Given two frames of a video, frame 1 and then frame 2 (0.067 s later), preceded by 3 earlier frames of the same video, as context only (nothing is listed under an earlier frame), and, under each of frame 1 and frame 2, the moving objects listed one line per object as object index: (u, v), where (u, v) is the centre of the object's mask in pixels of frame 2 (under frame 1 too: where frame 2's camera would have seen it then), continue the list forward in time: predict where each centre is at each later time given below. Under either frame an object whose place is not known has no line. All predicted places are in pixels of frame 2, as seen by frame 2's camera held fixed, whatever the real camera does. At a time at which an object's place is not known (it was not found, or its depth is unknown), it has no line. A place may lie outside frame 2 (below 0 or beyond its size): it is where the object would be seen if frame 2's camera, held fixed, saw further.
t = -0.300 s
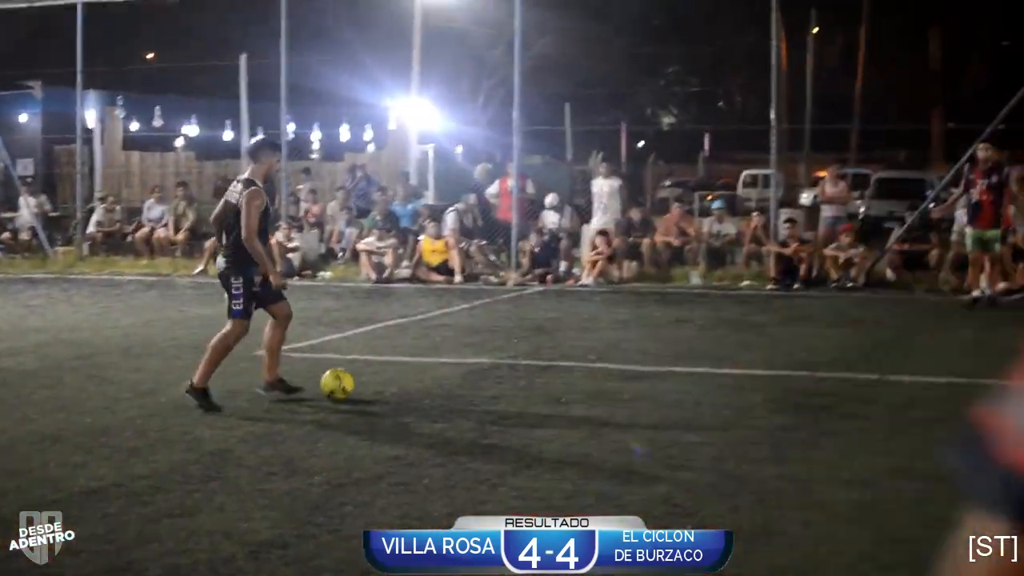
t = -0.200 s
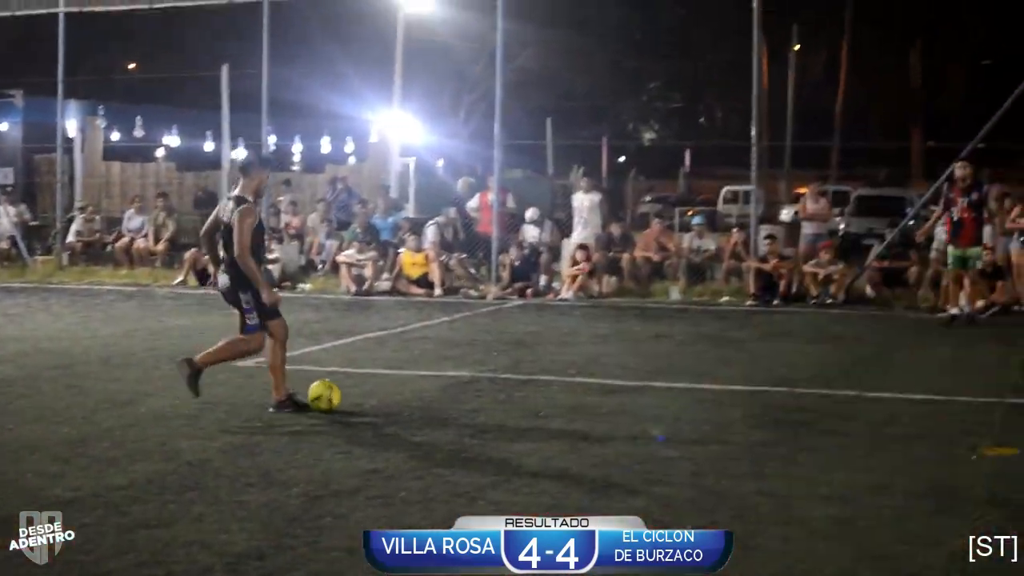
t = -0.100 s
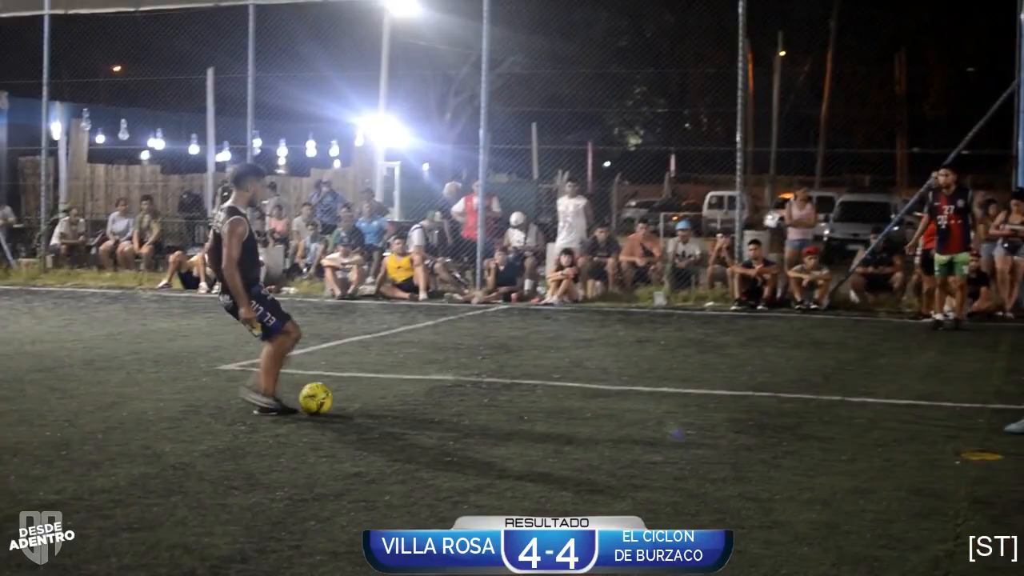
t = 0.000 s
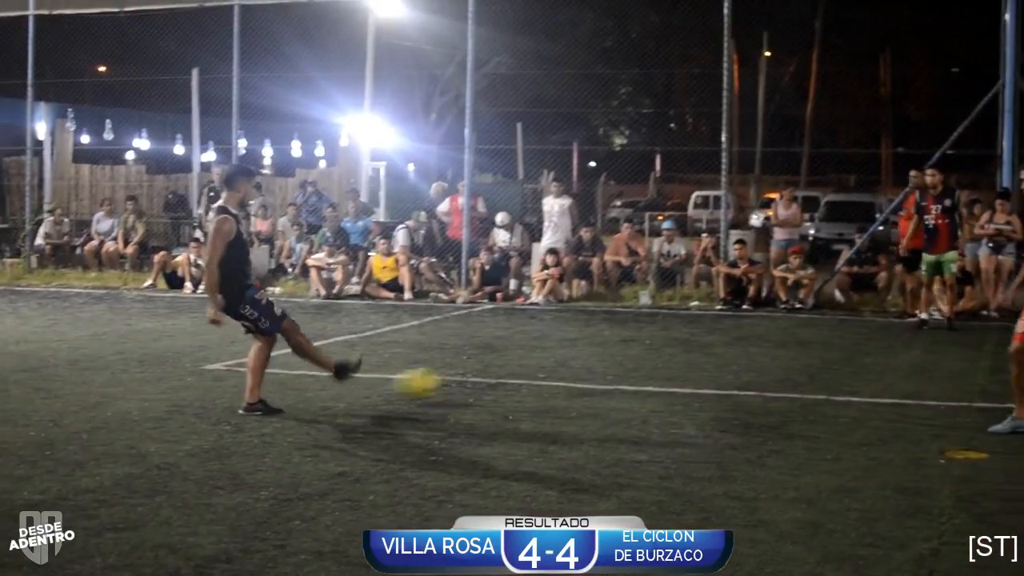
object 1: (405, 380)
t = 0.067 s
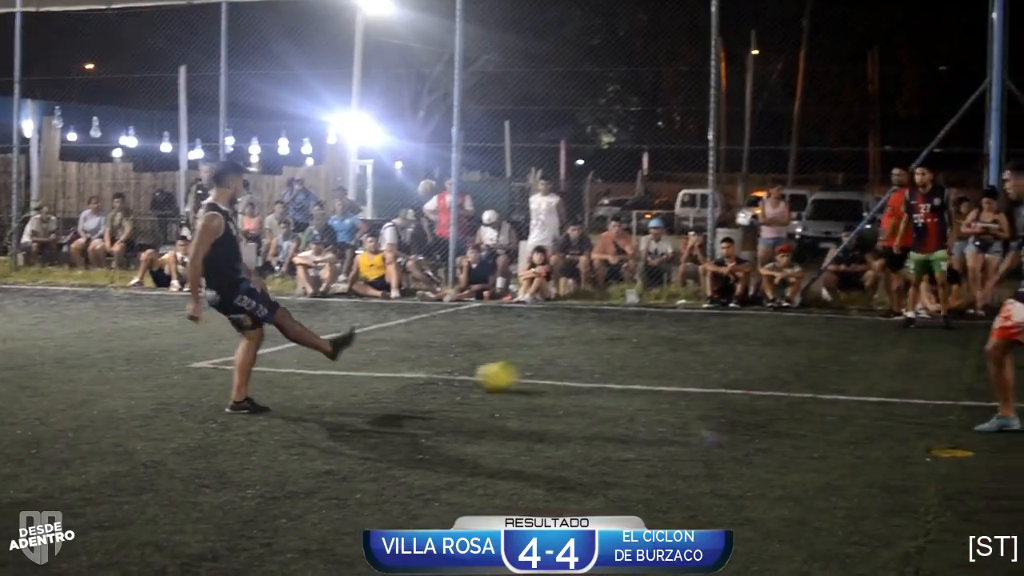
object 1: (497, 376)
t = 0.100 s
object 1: (536, 369)
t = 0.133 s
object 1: (574, 365)
